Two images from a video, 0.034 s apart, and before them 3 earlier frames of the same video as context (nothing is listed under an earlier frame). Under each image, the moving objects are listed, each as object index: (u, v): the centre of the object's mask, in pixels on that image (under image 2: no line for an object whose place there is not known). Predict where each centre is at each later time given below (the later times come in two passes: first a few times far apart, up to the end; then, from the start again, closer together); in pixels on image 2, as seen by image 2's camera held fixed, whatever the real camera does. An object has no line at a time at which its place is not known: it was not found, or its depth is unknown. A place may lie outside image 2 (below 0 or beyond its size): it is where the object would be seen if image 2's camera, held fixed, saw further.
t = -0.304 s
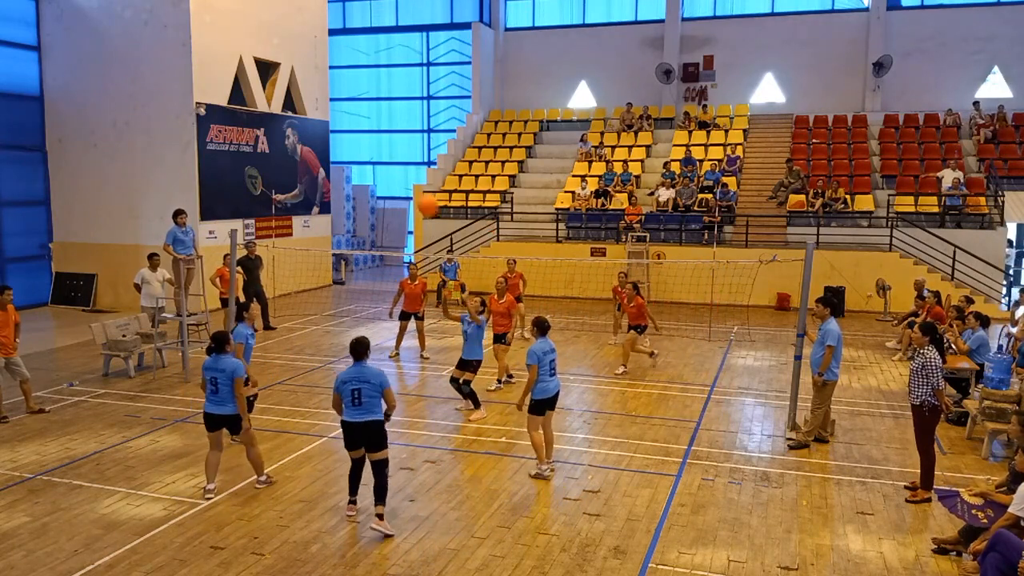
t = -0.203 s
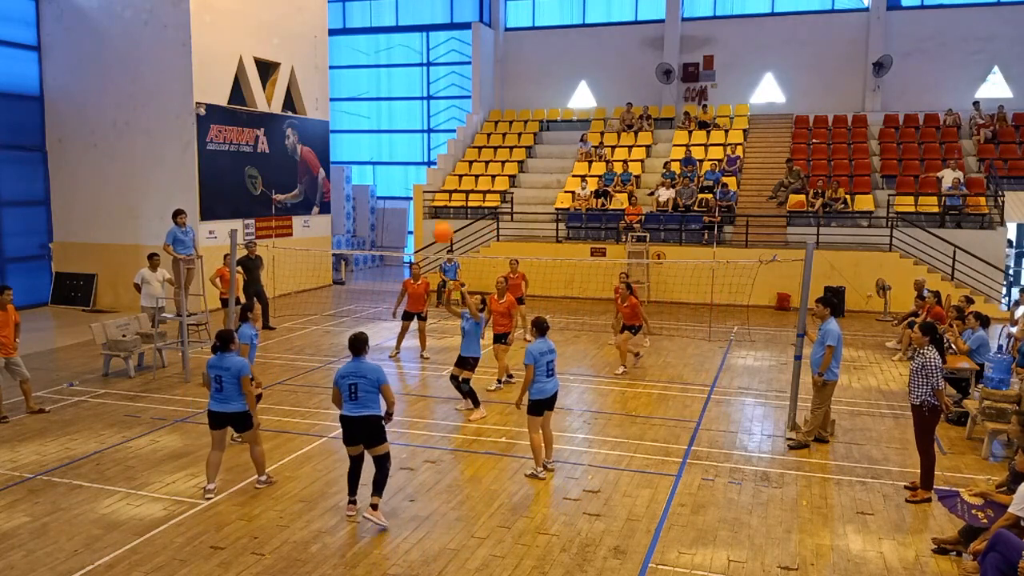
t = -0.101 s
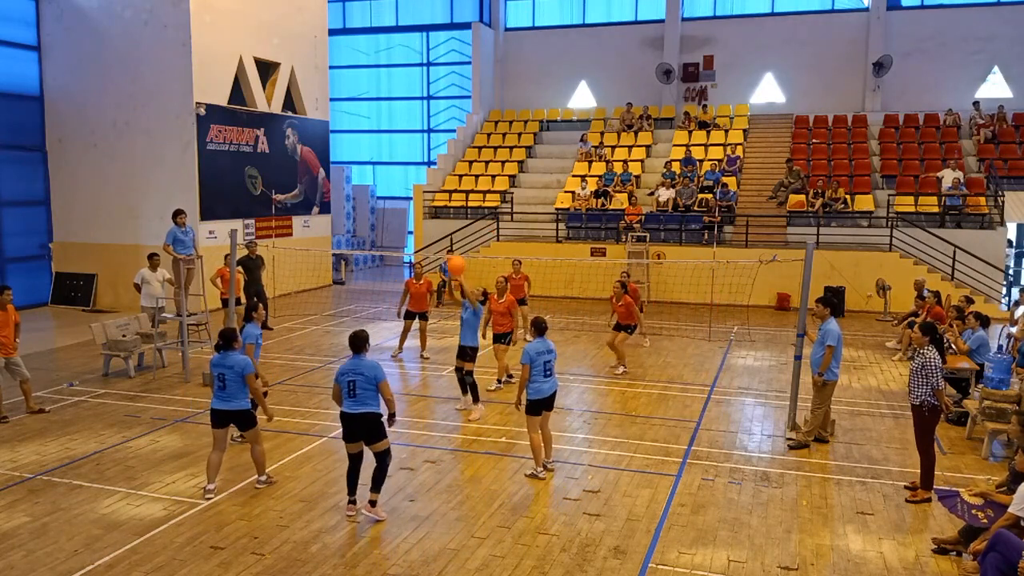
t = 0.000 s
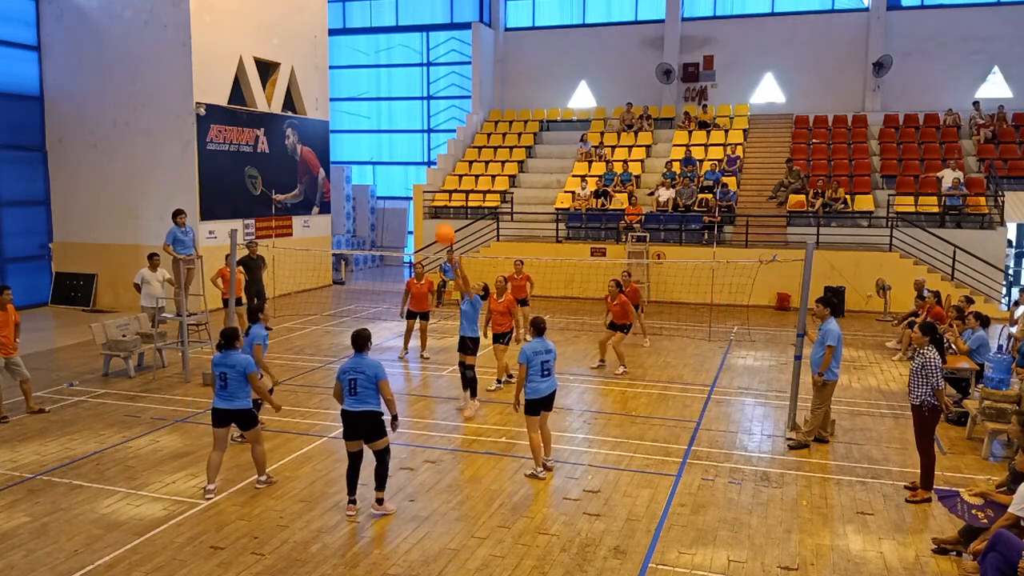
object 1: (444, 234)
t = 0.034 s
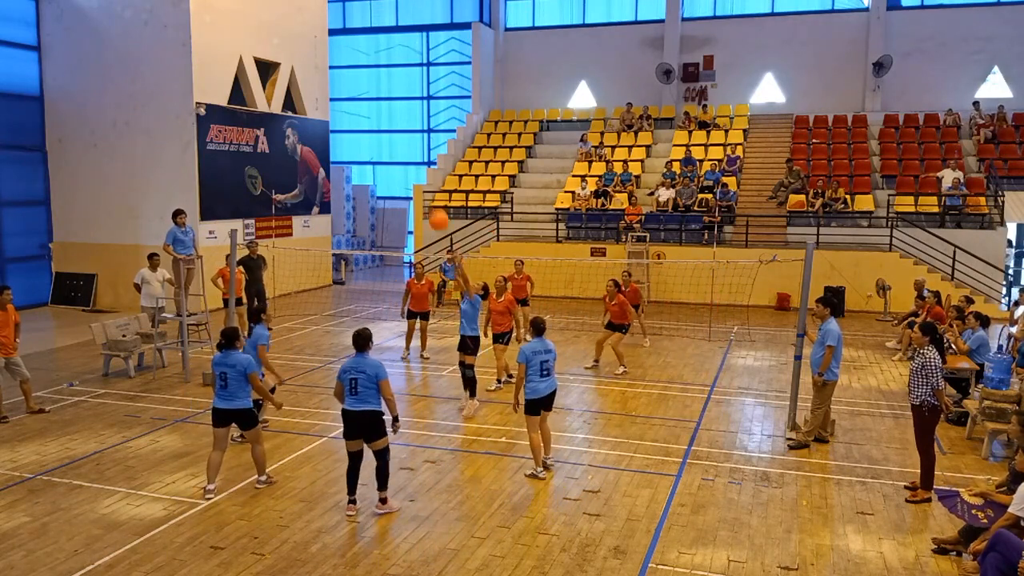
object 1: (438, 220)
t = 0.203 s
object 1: (409, 163)
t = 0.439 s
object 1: (370, 120)
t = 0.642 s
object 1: (337, 119)
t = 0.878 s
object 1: (300, 163)
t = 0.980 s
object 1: (286, 195)
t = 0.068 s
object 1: (433, 208)
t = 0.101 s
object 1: (426, 195)
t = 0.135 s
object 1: (421, 184)
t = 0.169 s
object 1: (415, 172)
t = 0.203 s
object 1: (409, 163)
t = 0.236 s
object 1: (404, 154)
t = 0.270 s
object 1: (398, 147)
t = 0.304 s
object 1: (392, 139)
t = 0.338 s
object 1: (386, 132)
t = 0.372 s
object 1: (381, 128)
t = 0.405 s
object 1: (375, 123)
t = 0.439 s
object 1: (370, 120)
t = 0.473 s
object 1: (364, 117)
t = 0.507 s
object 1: (359, 116)
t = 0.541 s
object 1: (353, 115)
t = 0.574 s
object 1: (348, 115)
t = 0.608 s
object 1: (342, 117)
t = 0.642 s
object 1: (337, 119)
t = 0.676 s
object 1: (331, 123)
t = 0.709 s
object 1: (326, 127)
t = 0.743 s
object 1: (320, 132)
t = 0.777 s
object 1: (316, 138)
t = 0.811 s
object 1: (311, 145)
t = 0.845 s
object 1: (306, 154)
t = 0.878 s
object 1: (300, 163)
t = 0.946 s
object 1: (291, 182)
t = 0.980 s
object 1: (286, 195)
